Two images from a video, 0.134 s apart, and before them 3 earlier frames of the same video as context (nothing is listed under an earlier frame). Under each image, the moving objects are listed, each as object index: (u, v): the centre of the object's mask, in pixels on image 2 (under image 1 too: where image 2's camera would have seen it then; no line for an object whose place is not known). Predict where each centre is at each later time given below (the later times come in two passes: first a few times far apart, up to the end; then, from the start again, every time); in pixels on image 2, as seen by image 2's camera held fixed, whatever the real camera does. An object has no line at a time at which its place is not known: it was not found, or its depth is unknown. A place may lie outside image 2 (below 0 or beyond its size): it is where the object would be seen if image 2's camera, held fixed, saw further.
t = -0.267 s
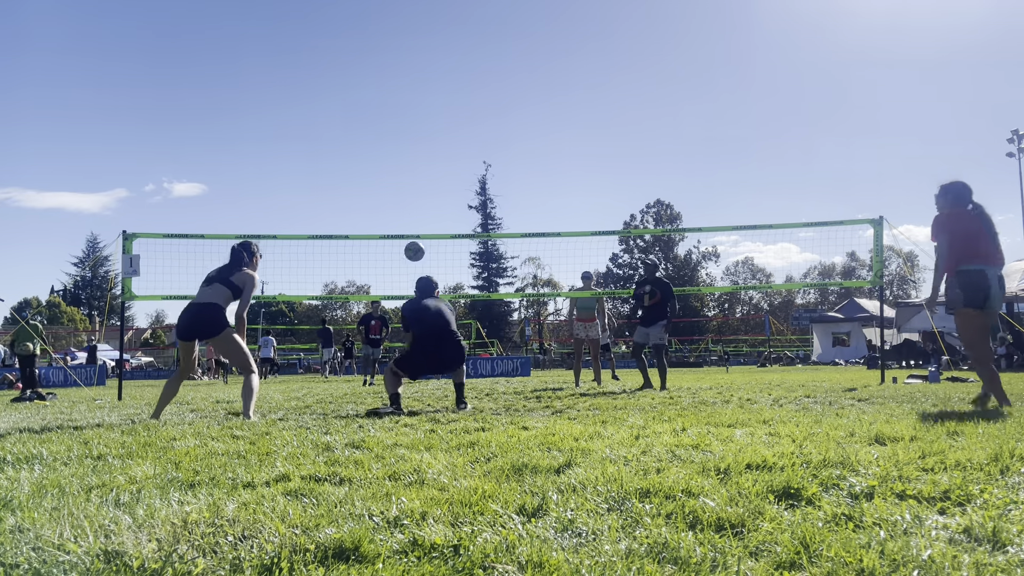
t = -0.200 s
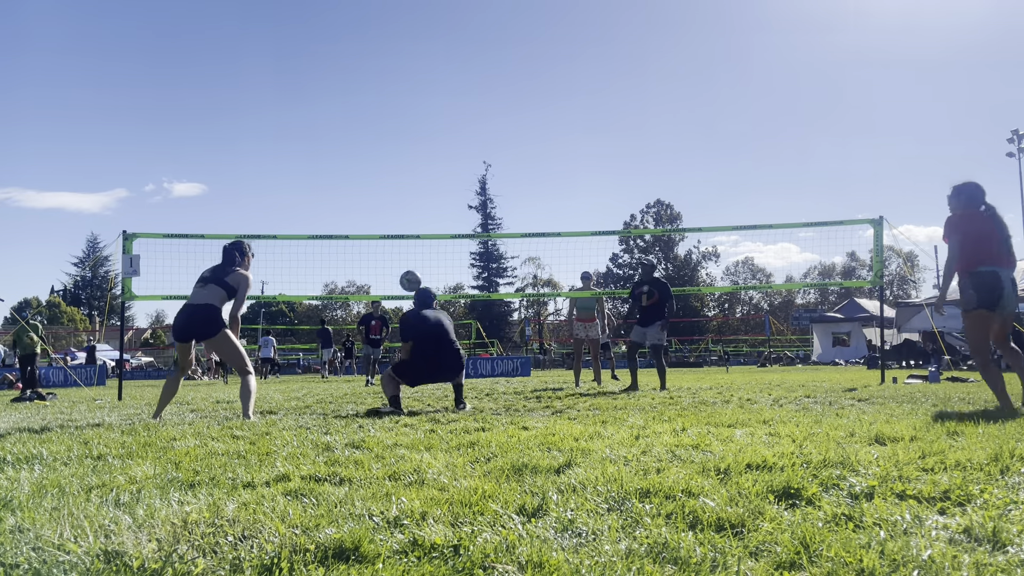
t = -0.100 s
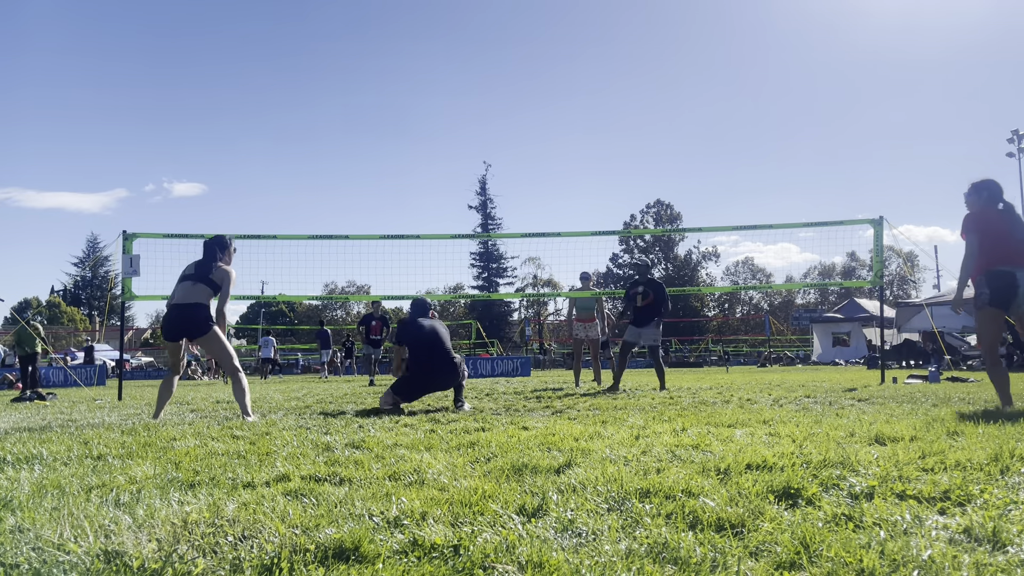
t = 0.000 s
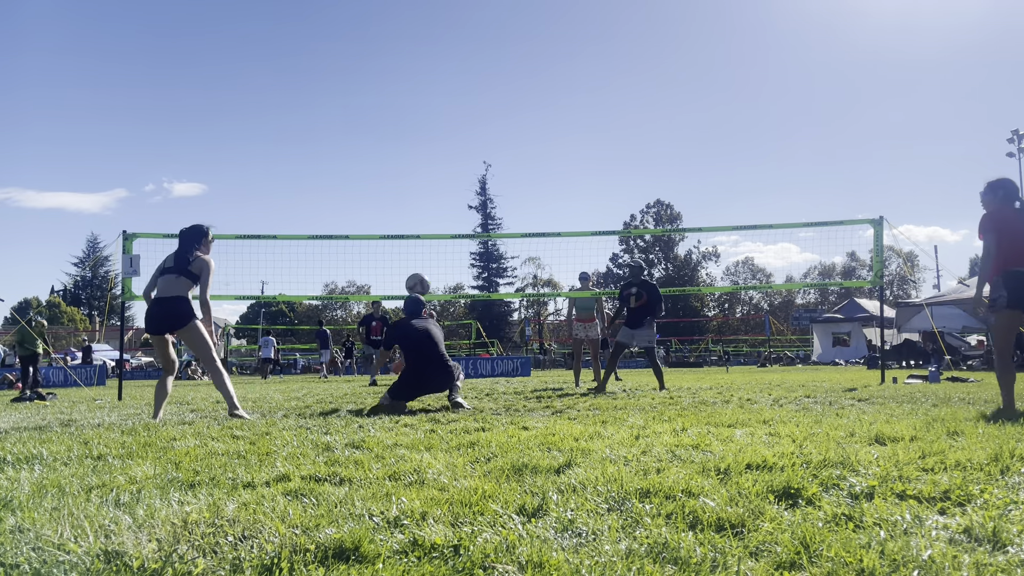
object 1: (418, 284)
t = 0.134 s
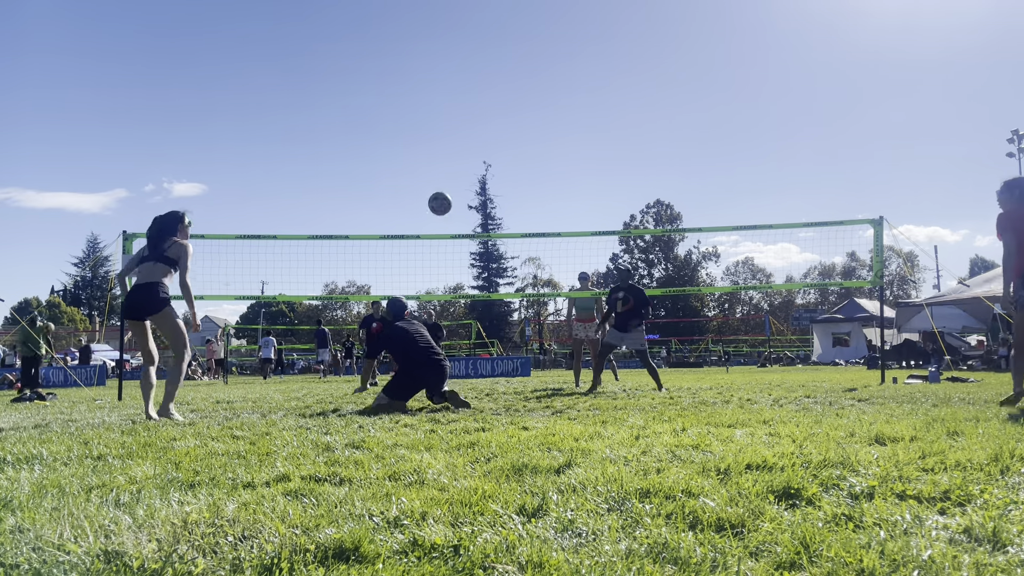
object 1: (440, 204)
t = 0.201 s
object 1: (450, 172)
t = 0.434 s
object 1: (485, 105)
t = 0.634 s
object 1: (512, 94)
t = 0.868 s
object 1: (540, 126)
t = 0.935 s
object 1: (548, 144)
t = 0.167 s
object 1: (445, 187)
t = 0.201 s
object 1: (450, 172)
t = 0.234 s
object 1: (456, 159)
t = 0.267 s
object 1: (461, 147)
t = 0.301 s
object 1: (466, 136)
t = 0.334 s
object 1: (471, 126)
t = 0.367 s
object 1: (475, 118)
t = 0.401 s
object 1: (480, 111)
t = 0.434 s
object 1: (485, 105)
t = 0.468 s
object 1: (489, 101)
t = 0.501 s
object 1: (494, 97)
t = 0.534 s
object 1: (499, 95)
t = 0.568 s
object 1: (503, 93)
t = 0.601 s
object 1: (507, 93)
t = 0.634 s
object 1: (512, 94)
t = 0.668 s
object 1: (516, 96)
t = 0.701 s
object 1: (520, 98)
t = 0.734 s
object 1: (524, 102)
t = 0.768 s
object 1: (528, 107)
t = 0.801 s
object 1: (532, 112)
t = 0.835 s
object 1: (536, 119)
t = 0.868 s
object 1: (540, 126)
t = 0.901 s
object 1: (544, 135)
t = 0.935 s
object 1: (548, 144)
